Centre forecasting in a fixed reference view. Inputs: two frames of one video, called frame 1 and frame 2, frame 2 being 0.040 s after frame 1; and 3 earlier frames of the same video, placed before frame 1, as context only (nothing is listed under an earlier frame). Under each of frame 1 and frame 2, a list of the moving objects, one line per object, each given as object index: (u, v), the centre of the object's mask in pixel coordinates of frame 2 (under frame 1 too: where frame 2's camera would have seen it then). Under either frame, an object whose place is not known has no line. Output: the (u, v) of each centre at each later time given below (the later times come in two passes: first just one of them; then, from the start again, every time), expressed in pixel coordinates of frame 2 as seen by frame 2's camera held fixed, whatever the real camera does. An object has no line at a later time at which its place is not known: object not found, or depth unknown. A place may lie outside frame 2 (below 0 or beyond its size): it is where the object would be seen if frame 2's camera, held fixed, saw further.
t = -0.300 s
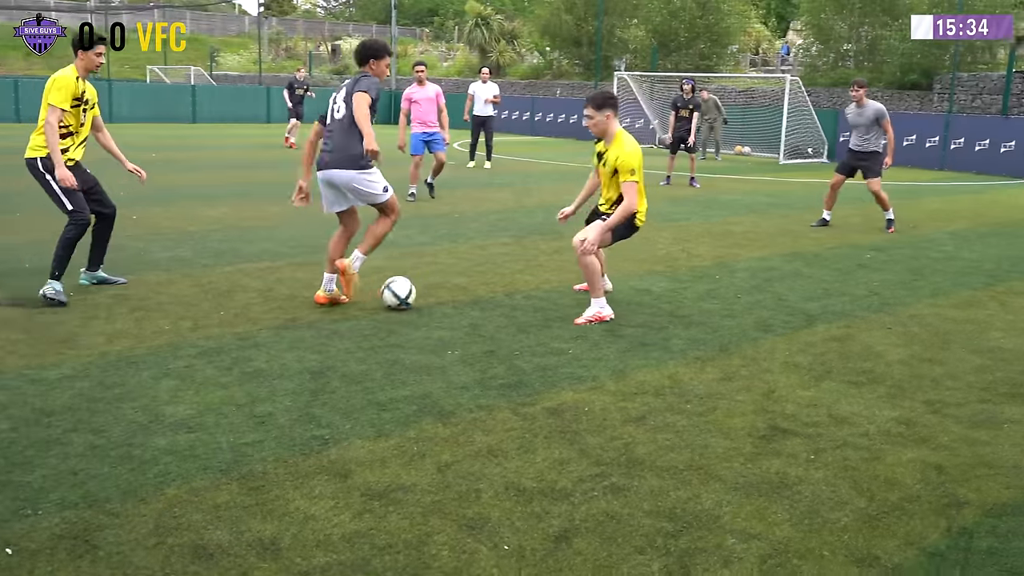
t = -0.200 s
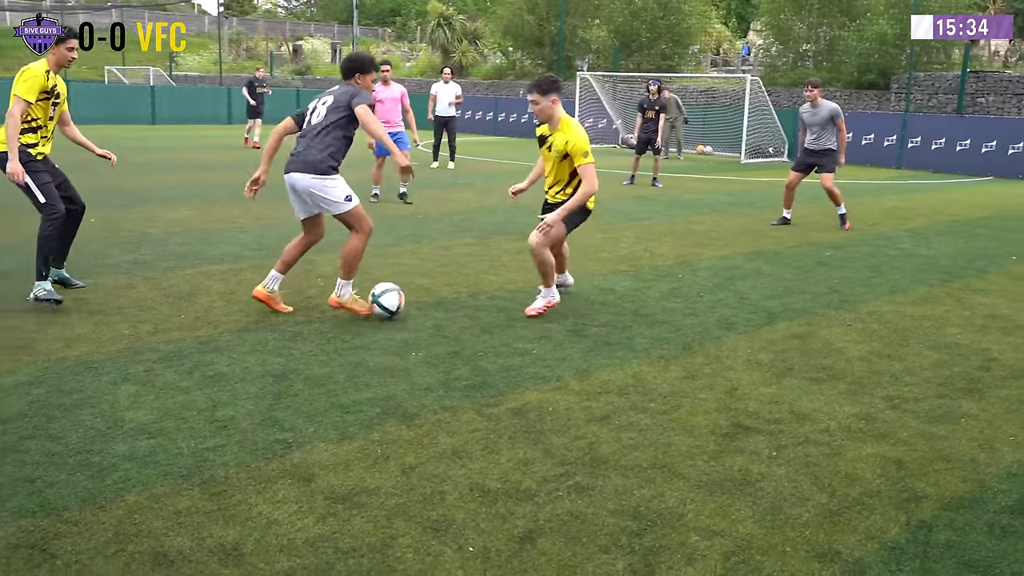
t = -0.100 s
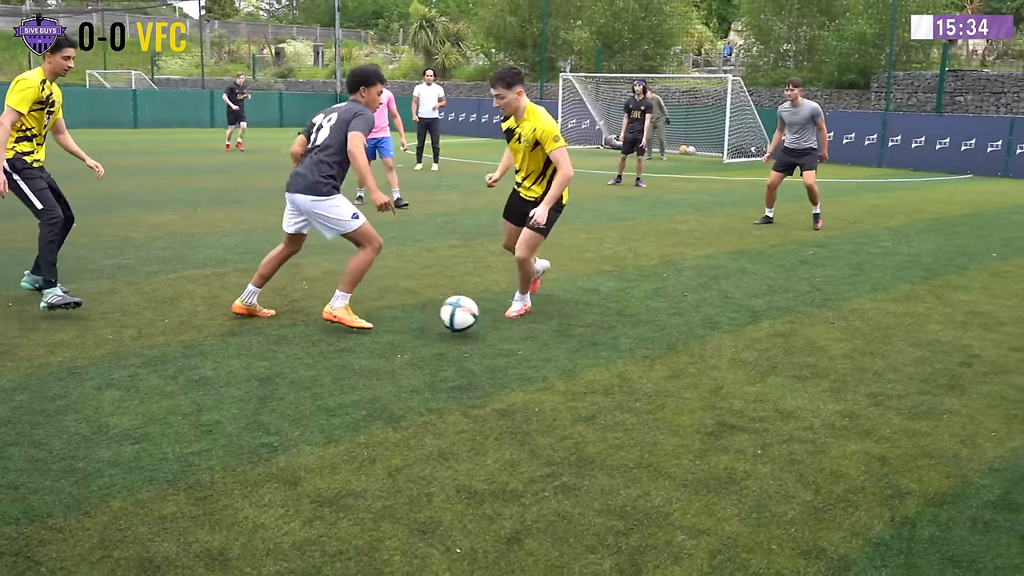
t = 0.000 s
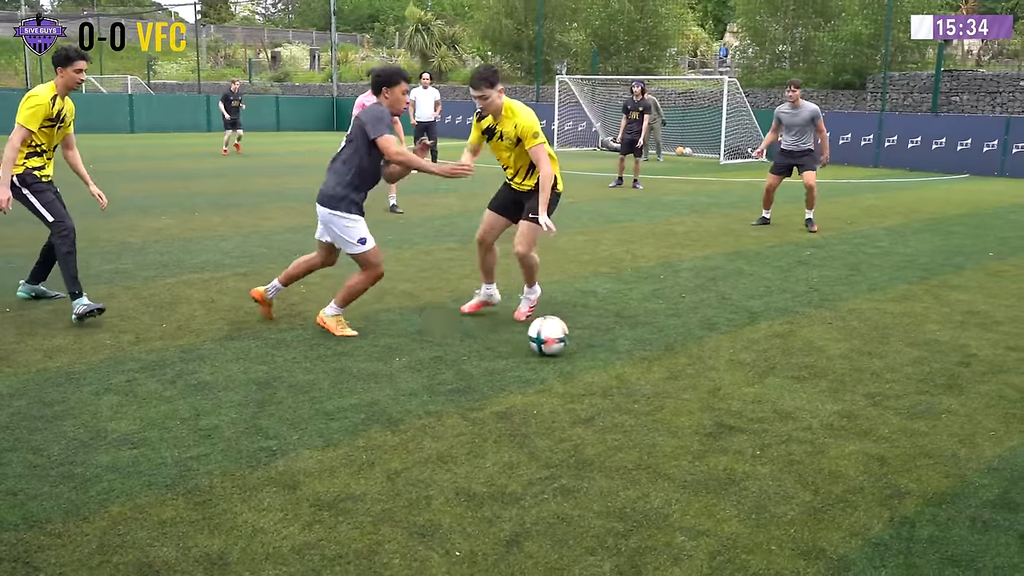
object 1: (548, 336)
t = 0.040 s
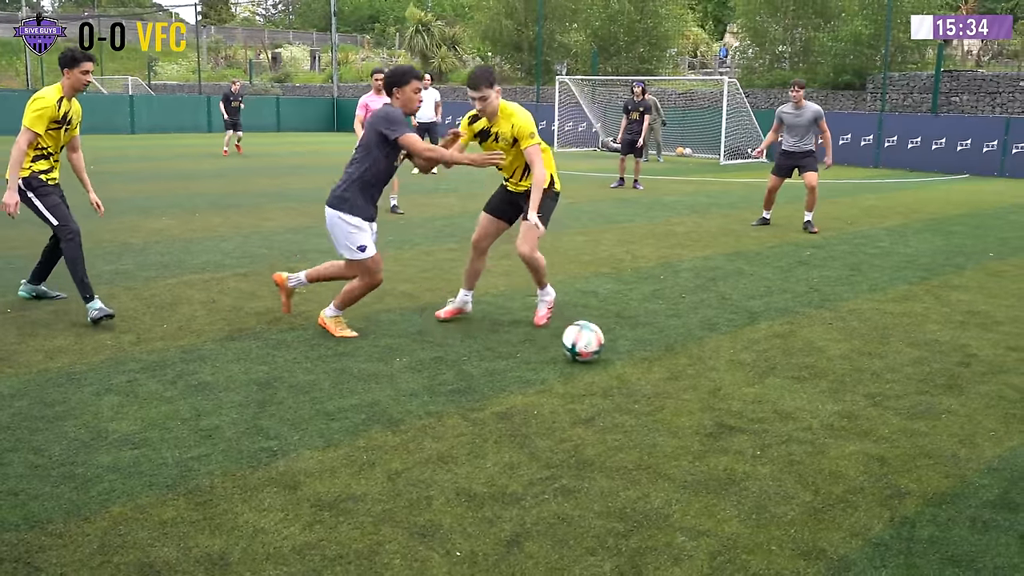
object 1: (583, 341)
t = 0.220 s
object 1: (732, 367)
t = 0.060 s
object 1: (601, 345)
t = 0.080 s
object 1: (619, 349)
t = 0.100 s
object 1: (636, 353)
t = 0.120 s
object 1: (652, 353)
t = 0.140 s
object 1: (668, 353)
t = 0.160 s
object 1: (684, 355)
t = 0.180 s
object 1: (700, 358)
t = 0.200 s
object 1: (716, 361)
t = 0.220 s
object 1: (732, 367)
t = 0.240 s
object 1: (749, 371)
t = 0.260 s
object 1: (766, 376)
